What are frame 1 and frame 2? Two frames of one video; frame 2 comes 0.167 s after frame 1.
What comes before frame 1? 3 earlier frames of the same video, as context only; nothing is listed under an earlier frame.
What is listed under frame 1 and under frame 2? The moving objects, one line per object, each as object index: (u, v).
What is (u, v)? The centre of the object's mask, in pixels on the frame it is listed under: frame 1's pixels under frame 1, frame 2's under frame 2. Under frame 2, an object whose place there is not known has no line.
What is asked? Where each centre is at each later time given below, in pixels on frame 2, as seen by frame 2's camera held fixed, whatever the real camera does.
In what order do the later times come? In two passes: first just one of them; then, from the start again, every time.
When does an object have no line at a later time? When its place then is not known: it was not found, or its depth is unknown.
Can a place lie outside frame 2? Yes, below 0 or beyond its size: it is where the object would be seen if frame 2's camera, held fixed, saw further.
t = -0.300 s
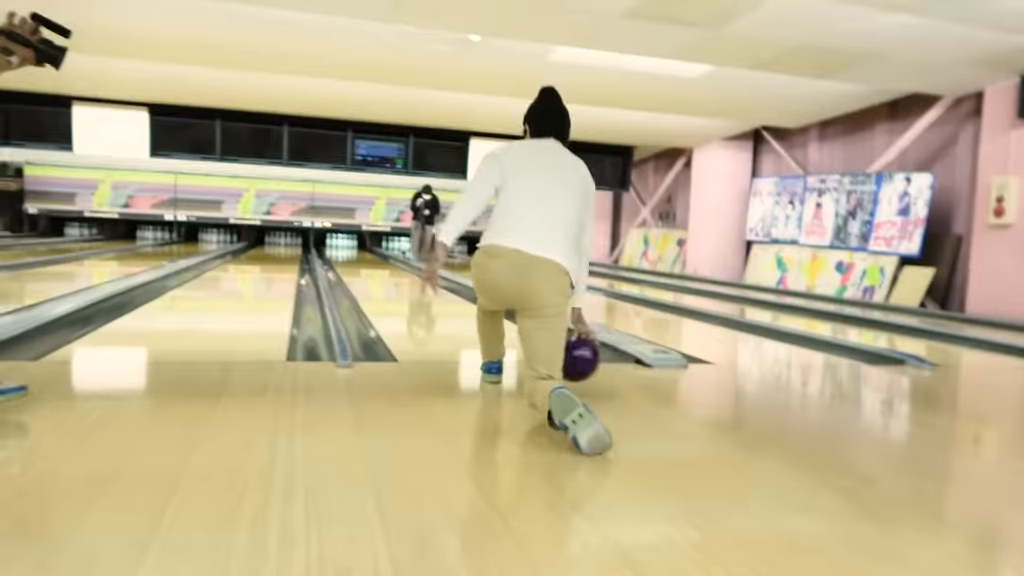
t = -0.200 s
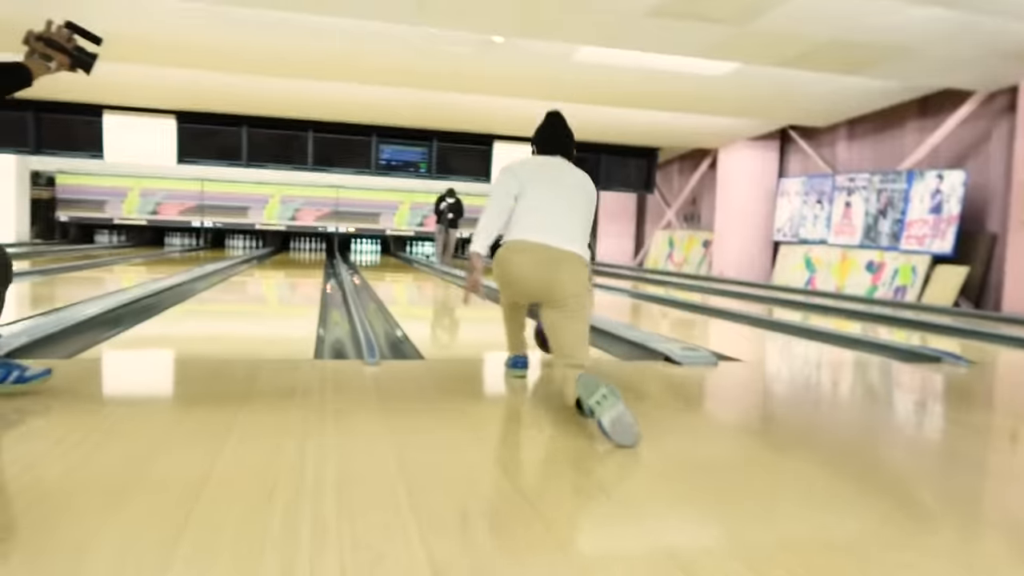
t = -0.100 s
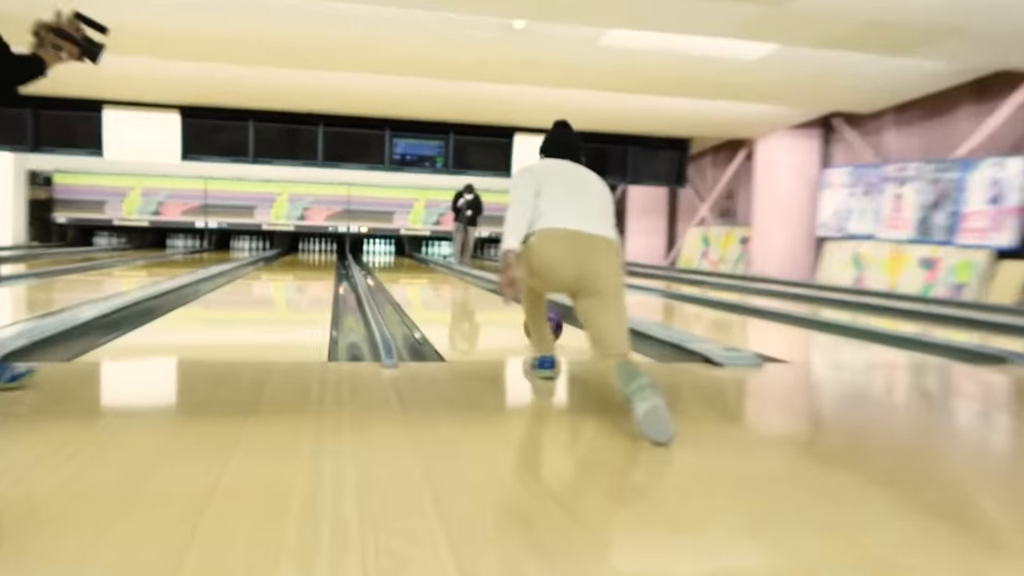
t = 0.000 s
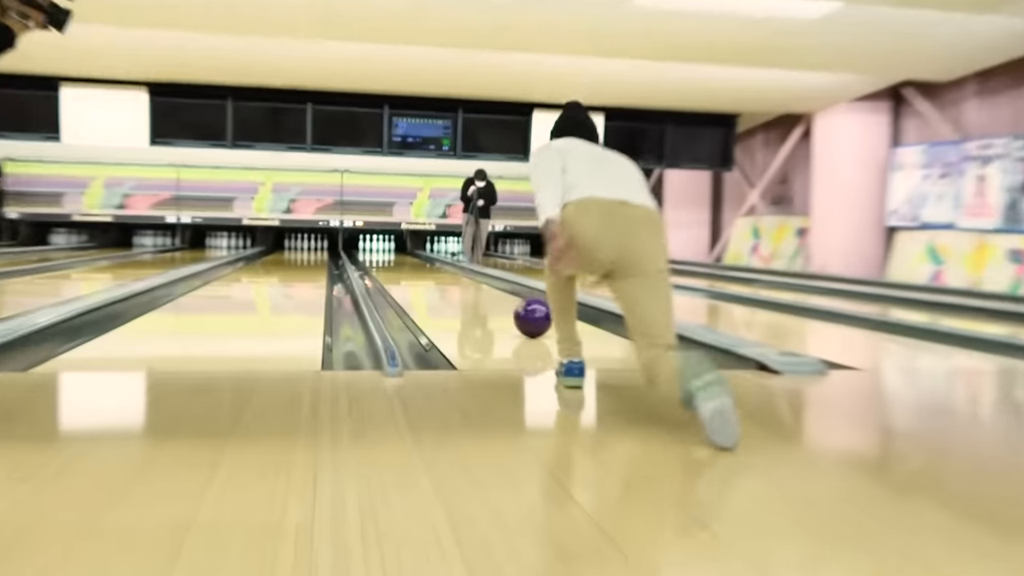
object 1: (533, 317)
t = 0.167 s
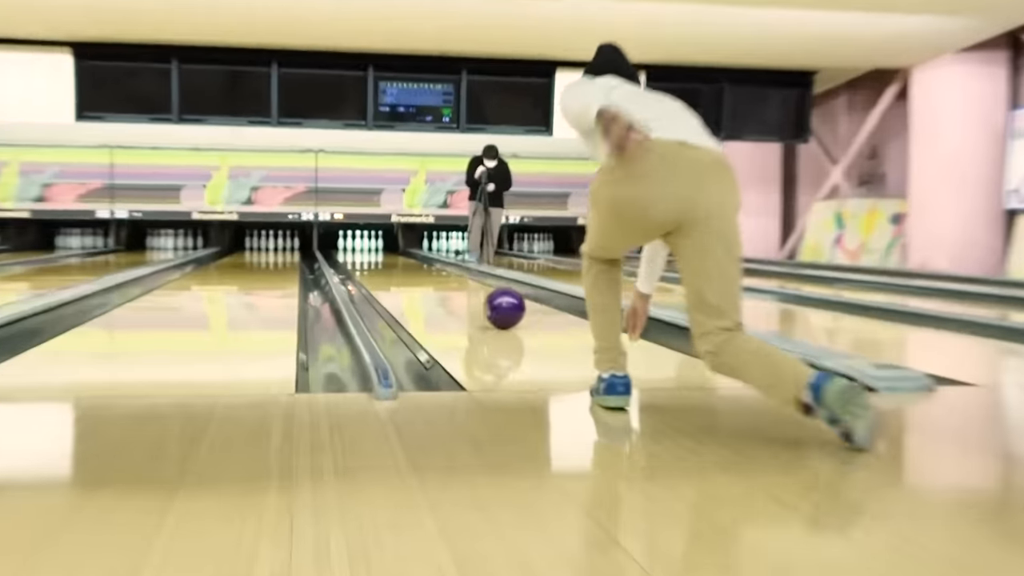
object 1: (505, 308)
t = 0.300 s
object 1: (469, 296)
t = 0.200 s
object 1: (494, 304)
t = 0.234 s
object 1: (485, 302)
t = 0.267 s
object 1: (477, 299)
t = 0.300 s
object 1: (469, 296)
